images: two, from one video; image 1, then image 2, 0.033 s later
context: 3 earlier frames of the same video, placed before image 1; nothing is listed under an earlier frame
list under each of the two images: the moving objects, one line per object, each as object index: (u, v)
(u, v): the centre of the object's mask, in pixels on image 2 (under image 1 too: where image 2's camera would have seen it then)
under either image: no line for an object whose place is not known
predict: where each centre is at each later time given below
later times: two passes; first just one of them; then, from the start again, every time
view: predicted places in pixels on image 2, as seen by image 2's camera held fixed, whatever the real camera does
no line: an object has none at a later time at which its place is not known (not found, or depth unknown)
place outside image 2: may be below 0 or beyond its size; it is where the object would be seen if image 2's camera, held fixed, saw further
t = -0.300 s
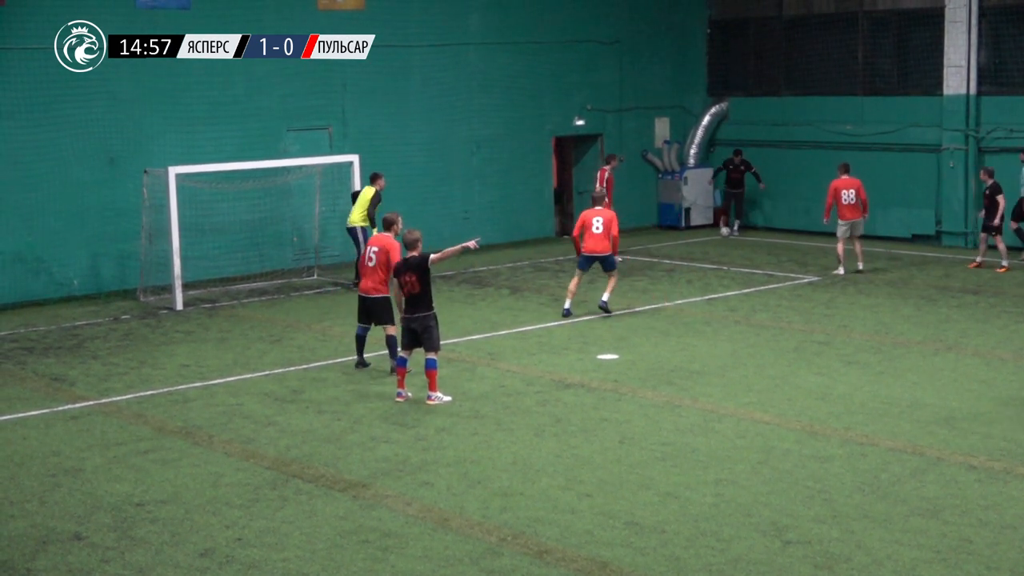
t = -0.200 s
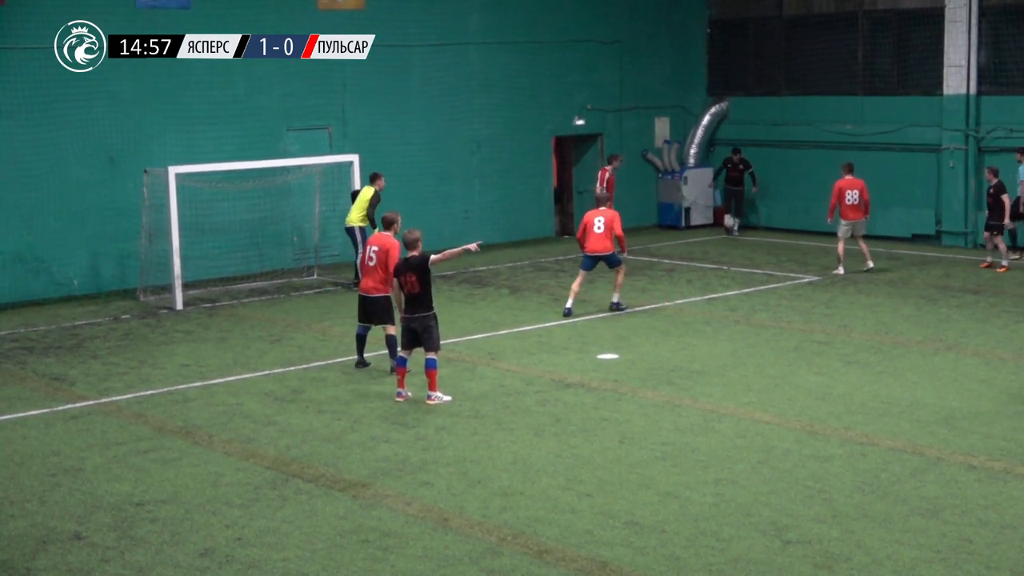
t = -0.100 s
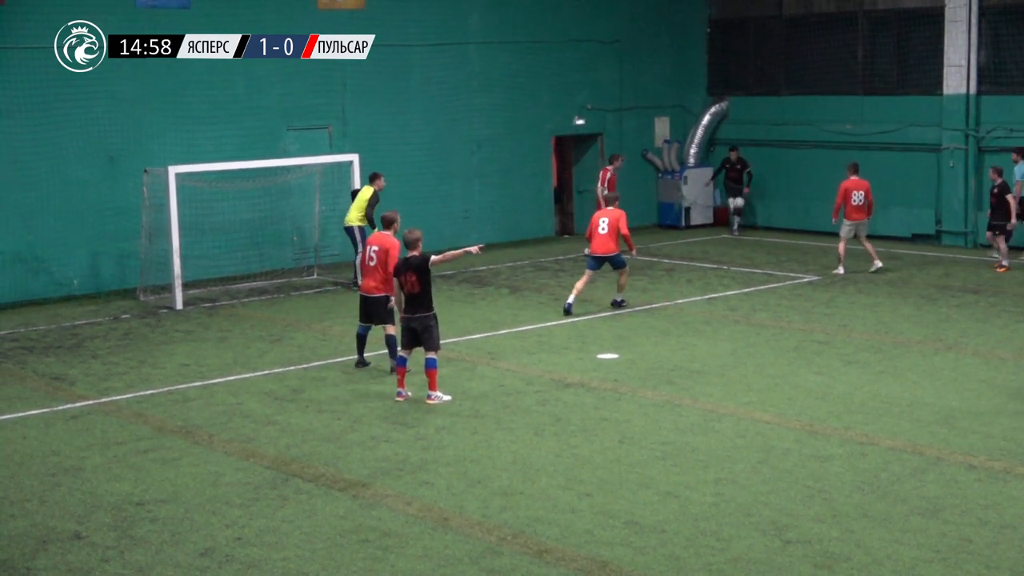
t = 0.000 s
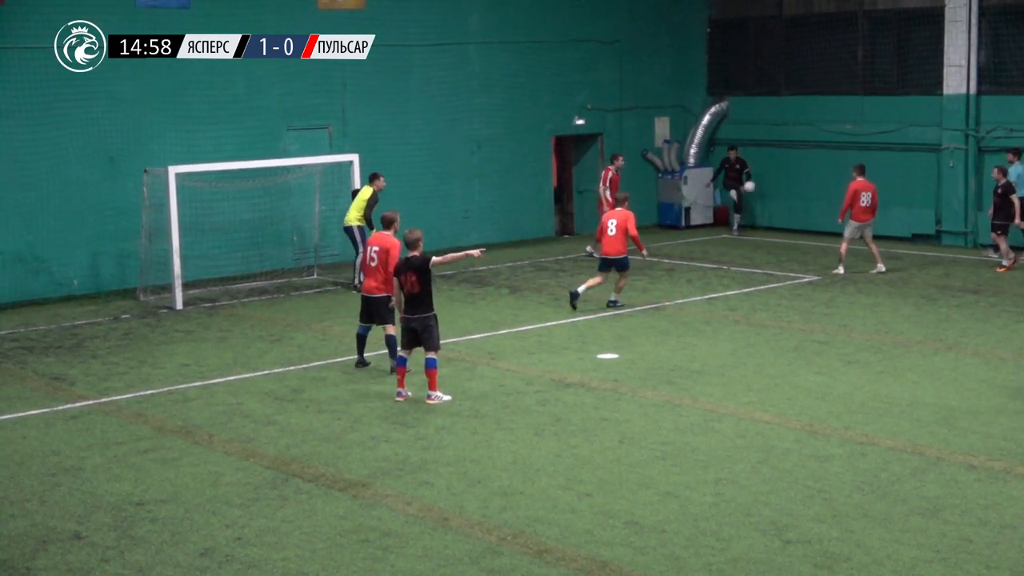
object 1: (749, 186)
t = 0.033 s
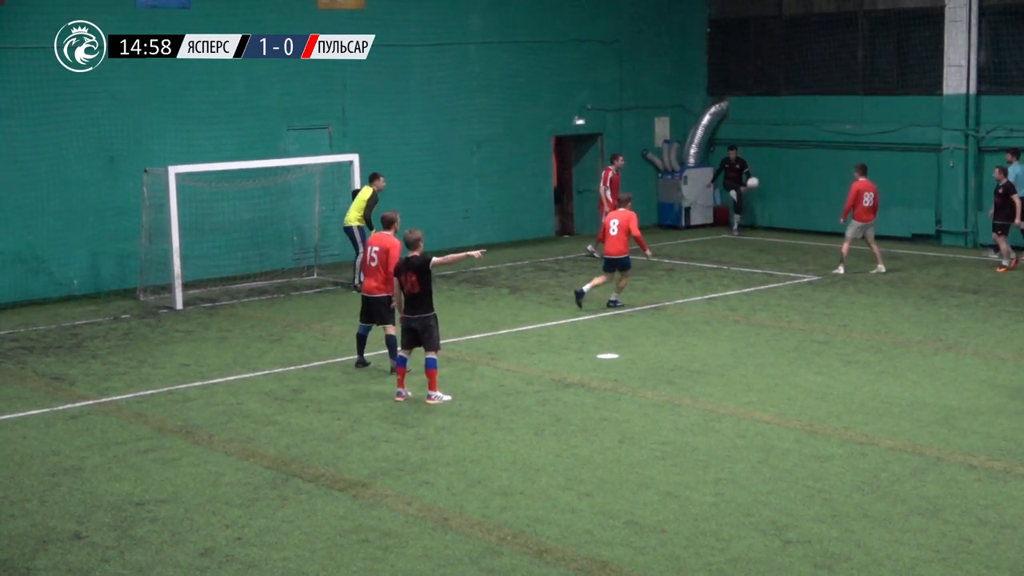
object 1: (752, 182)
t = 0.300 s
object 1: (783, 165)
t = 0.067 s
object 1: (756, 179)
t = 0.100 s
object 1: (761, 174)
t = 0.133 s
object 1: (765, 171)
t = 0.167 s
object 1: (769, 169)
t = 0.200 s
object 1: (773, 167)
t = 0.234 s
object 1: (777, 166)
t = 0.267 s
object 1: (779, 165)
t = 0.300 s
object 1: (783, 165)
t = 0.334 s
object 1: (786, 164)
